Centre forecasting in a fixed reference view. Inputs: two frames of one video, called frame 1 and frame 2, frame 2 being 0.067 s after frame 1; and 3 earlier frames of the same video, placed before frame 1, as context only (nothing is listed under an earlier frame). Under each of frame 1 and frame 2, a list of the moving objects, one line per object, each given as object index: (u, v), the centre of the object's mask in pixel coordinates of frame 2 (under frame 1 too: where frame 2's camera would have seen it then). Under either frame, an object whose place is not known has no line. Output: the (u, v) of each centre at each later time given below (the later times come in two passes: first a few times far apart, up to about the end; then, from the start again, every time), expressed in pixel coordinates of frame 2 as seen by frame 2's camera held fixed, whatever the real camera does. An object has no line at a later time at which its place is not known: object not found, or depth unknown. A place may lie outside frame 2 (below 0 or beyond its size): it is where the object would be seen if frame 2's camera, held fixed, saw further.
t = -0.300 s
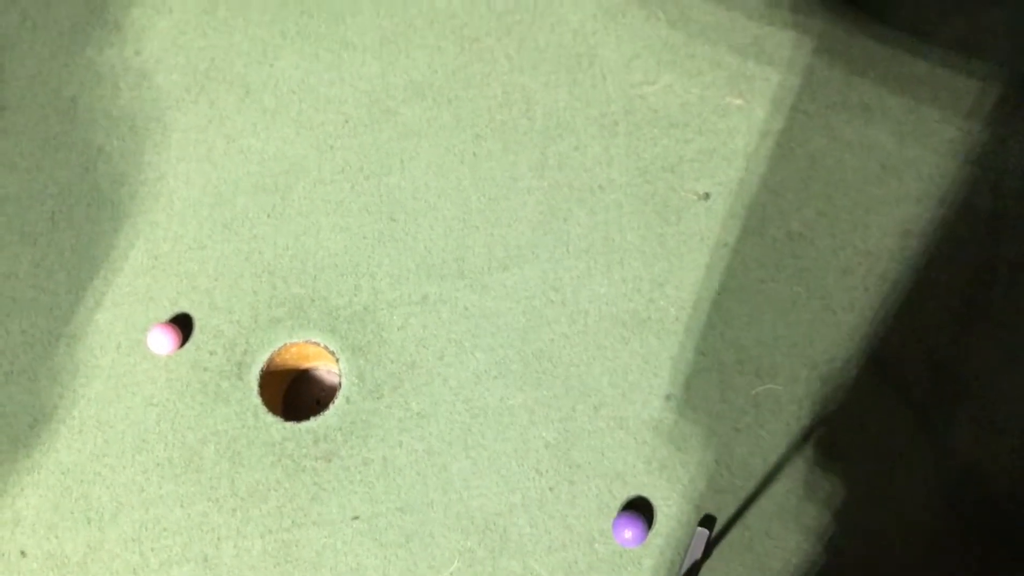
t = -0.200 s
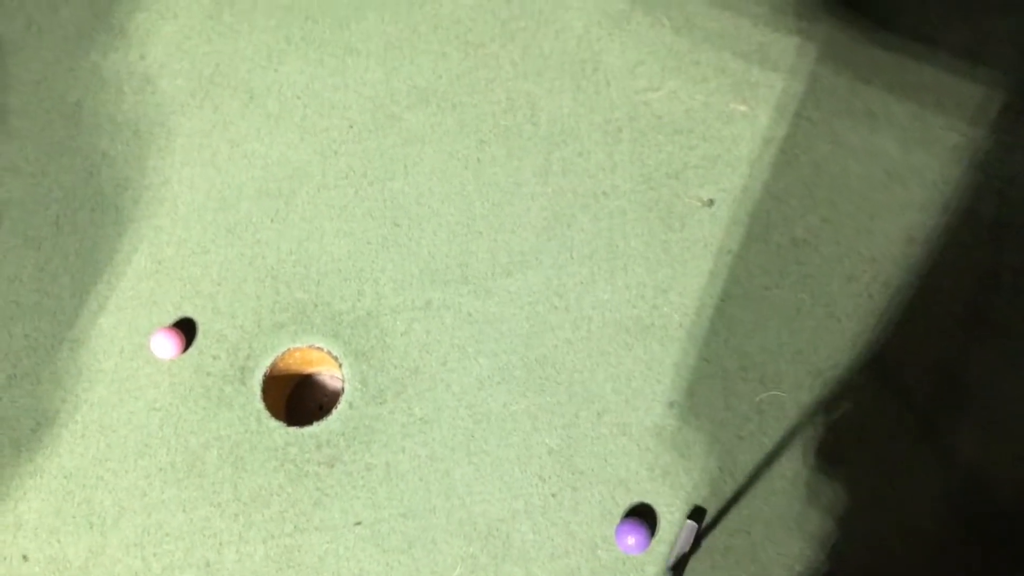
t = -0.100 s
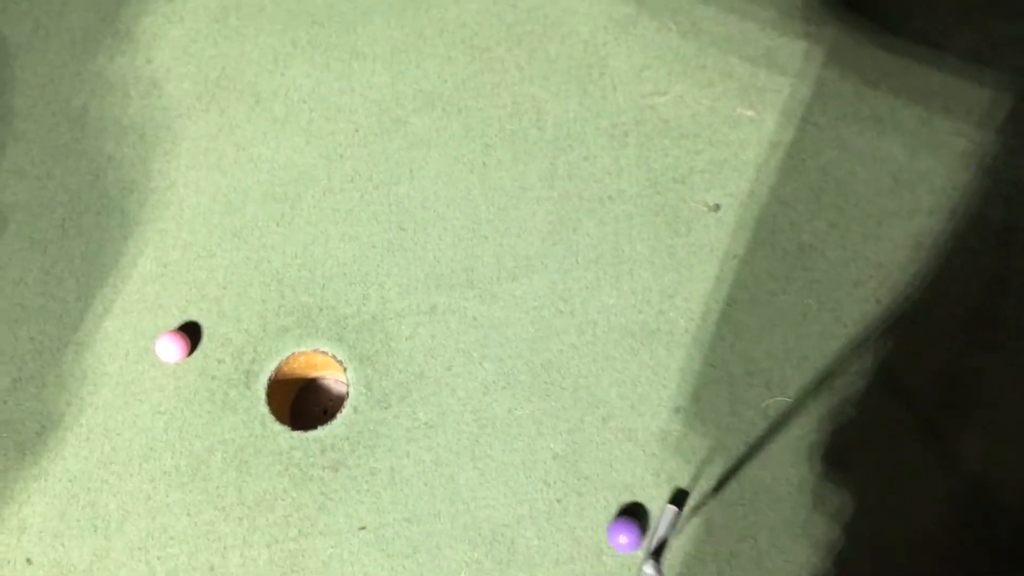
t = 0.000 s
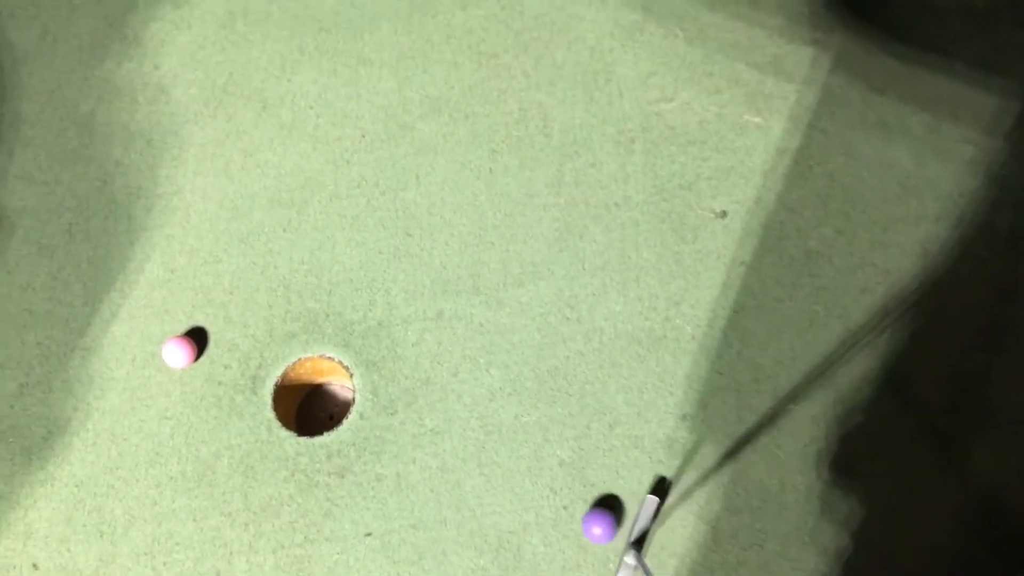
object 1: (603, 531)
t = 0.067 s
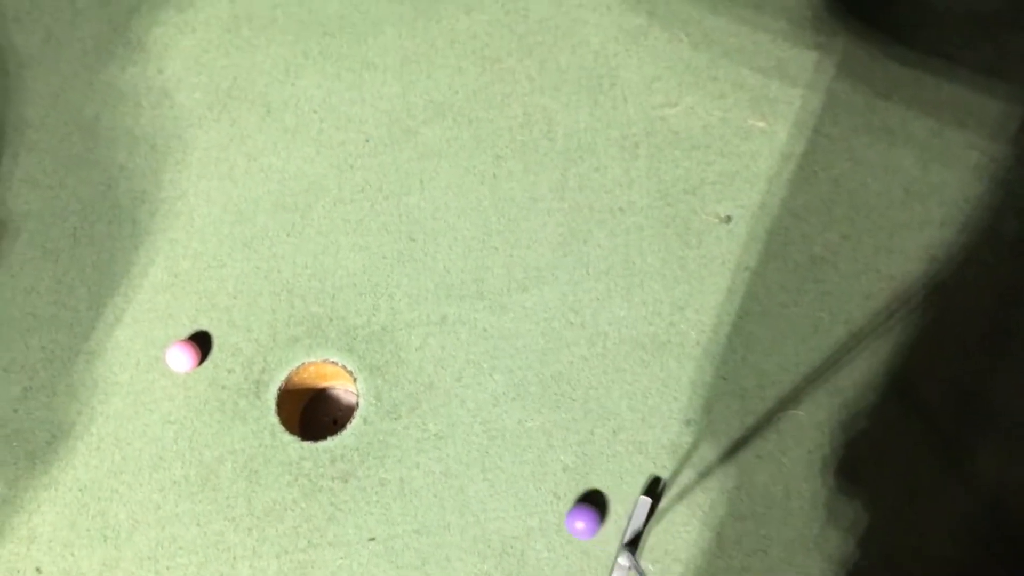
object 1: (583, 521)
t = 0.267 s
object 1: (529, 491)
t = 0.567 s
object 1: (464, 457)
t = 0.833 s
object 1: (418, 445)
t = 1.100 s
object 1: (388, 451)
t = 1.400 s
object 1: (376, 459)
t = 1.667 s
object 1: (382, 460)
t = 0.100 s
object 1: (573, 517)
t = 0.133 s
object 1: (564, 512)
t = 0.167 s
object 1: (555, 506)
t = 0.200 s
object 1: (546, 501)
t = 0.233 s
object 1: (537, 496)
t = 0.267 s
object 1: (529, 491)
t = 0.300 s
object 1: (521, 487)
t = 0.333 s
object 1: (513, 482)
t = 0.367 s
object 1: (506, 478)
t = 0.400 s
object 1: (498, 474)
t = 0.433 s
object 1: (491, 470)
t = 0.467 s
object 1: (484, 466)
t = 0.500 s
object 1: (478, 463)
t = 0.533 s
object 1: (471, 460)
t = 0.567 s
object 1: (464, 457)
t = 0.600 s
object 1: (458, 455)
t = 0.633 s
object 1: (452, 453)
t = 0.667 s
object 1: (445, 451)
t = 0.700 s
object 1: (439, 448)
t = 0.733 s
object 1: (434, 447)
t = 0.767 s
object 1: (428, 446)
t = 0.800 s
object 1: (423, 445)
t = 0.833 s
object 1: (418, 445)
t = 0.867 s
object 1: (413, 445)
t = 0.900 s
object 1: (409, 445)
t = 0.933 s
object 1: (405, 445)
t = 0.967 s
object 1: (401, 446)
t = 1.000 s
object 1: (398, 447)
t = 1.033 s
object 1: (394, 448)
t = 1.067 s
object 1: (391, 450)
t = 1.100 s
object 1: (388, 451)
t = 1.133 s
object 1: (386, 453)
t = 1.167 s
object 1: (384, 453)
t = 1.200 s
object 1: (381, 454)
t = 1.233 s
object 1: (380, 455)
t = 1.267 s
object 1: (378, 455)
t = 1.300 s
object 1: (377, 456)
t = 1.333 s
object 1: (376, 457)
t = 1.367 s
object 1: (376, 458)
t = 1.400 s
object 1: (376, 459)
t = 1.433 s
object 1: (376, 460)
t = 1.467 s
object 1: (377, 460)
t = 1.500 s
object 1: (378, 461)
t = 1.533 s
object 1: (379, 461)
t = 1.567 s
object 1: (380, 461)
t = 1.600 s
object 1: (381, 461)
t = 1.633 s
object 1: (381, 461)
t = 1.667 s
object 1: (382, 460)
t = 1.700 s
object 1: (382, 460)
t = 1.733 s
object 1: (382, 460)
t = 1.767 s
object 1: (382, 459)
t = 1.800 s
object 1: (382, 460)
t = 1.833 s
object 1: (382, 460)
